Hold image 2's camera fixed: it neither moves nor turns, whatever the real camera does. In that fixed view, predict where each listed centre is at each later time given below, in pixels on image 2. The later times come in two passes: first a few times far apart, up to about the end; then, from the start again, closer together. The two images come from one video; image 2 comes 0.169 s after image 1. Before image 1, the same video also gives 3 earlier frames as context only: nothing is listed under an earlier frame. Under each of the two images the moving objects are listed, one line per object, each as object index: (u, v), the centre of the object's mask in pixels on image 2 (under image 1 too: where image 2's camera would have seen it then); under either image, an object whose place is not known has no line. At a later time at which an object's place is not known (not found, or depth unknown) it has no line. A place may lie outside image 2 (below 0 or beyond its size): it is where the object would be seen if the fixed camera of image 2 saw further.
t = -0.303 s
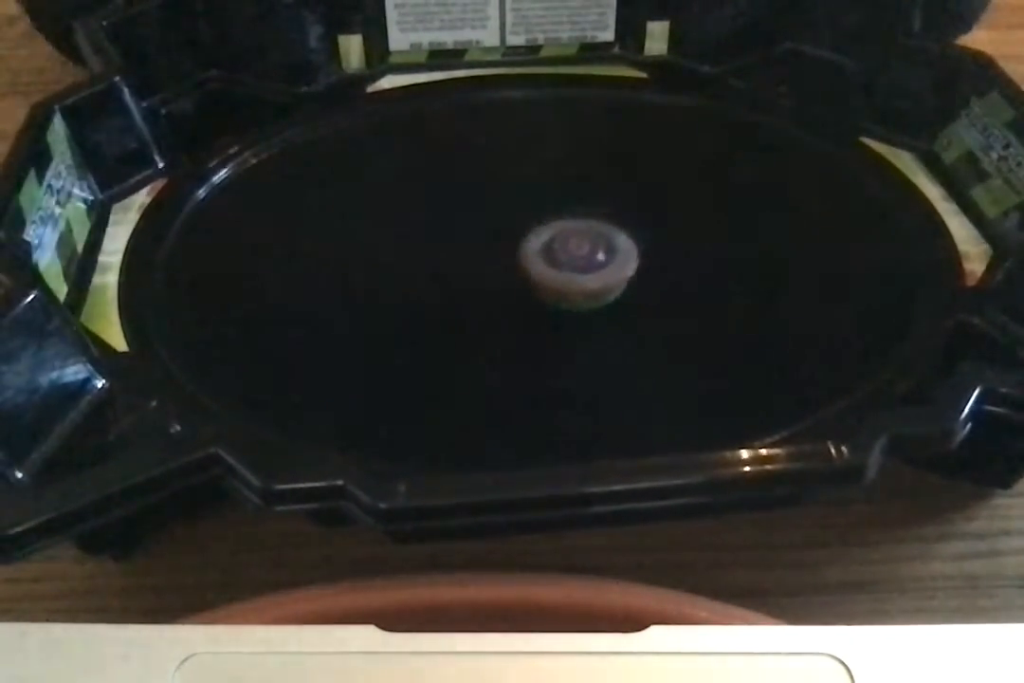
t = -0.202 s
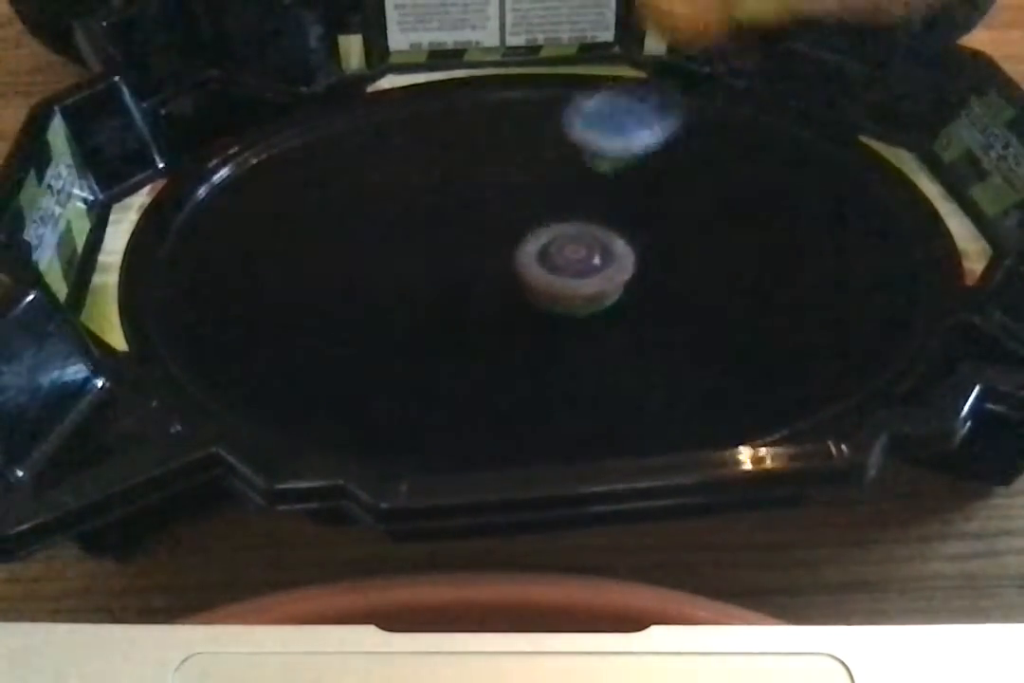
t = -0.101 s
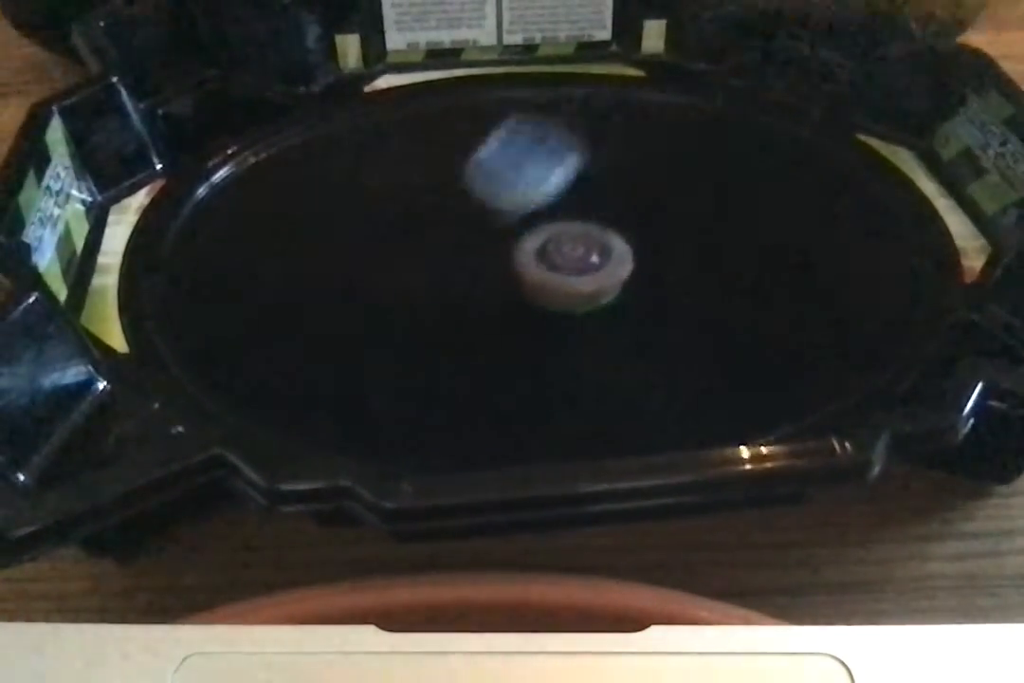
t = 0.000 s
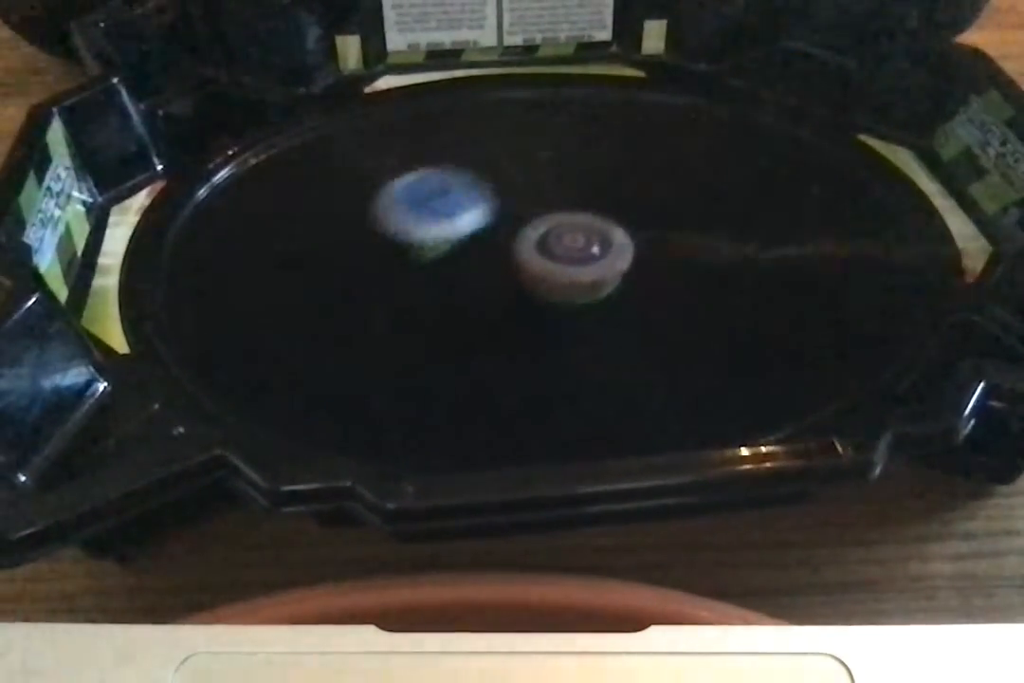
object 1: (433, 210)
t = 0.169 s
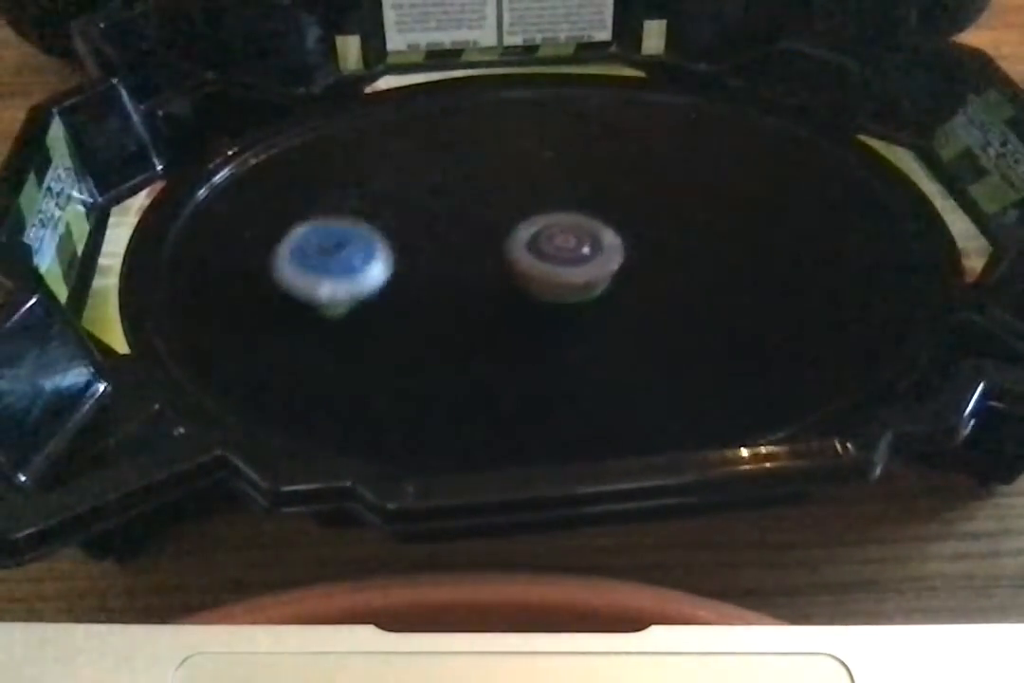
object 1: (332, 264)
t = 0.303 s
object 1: (370, 308)
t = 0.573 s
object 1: (519, 329)
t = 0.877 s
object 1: (577, 270)
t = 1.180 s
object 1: (478, 243)
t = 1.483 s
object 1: (492, 286)
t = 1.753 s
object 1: (589, 265)
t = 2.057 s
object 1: (607, 211)
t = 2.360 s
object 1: (581, 205)
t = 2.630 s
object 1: (642, 256)
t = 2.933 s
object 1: (635, 241)
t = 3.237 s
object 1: (648, 229)
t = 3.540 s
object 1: (628, 232)
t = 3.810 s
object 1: (598, 243)
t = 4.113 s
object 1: (605, 245)
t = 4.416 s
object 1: (605, 244)
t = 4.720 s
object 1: (604, 244)
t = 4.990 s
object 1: (609, 247)
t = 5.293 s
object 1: (632, 253)
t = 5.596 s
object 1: (634, 254)
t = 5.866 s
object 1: (631, 254)
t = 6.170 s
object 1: (629, 254)
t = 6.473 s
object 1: (630, 253)
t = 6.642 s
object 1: (634, 253)
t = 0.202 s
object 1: (330, 275)
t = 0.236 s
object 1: (336, 287)
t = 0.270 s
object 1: (350, 299)
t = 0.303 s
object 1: (370, 308)
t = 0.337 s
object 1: (394, 314)
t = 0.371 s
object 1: (422, 319)
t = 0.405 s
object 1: (455, 318)
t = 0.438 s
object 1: (472, 315)
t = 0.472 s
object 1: (481, 326)
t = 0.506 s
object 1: (492, 332)
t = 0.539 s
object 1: (504, 334)
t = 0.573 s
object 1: (519, 329)
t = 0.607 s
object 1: (536, 324)
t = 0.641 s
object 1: (552, 316)
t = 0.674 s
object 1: (565, 305)
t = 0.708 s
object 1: (575, 293)
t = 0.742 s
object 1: (582, 280)
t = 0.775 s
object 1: (585, 270)
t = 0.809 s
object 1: (585, 270)
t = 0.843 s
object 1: (582, 271)
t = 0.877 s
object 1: (577, 270)
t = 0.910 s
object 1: (569, 266)
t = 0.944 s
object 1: (560, 261)
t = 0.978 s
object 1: (551, 254)
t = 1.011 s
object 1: (539, 248)
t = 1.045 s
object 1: (526, 242)
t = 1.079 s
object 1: (512, 236)
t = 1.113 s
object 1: (498, 234)
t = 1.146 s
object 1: (487, 237)
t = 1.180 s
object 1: (478, 243)
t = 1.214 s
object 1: (468, 247)
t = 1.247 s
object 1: (458, 250)
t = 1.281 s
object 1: (451, 253)
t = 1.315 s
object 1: (449, 258)
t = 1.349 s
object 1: (449, 265)
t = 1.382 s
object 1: (453, 271)
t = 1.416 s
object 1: (465, 279)
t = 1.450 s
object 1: (477, 283)
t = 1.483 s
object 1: (492, 286)
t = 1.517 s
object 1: (505, 287)
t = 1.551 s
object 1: (517, 286)
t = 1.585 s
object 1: (528, 283)
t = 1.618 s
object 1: (538, 280)
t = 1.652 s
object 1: (554, 278)
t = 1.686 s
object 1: (568, 275)
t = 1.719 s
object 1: (579, 270)
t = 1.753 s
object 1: (589, 265)
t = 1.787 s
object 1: (595, 258)
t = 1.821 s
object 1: (600, 250)
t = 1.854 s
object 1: (600, 243)
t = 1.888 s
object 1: (602, 235)
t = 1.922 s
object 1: (607, 230)
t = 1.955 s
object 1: (607, 224)
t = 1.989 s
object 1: (605, 219)
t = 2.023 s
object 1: (605, 214)
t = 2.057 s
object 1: (607, 211)
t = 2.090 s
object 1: (607, 209)
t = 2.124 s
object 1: (604, 205)
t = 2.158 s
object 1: (600, 203)
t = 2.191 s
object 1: (595, 202)
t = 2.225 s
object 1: (590, 201)
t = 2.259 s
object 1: (588, 201)
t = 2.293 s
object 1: (587, 202)
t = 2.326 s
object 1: (584, 203)
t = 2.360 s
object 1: (581, 205)
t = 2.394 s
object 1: (578, 209)
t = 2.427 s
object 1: (590, 217)
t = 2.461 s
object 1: (604, 229)
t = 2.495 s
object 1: (614, 238)
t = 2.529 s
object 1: (624, 245)
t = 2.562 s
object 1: (633, 250)
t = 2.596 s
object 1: (638, 253)
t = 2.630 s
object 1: (642, 256)
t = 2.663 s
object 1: (645, 256)
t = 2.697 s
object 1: (646, 256)
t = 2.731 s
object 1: (647, 255)
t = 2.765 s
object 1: (647, 254)
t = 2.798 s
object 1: (646, 252)
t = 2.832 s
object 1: (644, 249)
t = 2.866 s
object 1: (640, 245)
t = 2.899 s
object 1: (637, 243)
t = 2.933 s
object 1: (635, 241)
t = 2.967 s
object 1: (648, 237)
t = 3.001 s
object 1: (658, 234)
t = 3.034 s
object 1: (660, 233)
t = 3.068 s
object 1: (659, 232)
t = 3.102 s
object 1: (656, 230)
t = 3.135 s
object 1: (654, 229)
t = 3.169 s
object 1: (651, 228)
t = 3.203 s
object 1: (649, 228)
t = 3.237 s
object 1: (648, 229)
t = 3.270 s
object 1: (645, 229)
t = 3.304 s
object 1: (641, 228)
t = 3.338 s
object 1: (638, 228)
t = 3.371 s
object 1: (635, 230)
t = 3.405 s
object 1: (632, 229)
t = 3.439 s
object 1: (631, 229)
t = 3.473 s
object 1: (631, 230)
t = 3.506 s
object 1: (630, 231)
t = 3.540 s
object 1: (628, 232)
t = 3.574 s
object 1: (625, 233)
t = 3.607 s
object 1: (622, 235)
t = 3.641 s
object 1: (616, 237)
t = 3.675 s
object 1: (609, 239)
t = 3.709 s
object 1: (603, 242)
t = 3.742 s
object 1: (598, 243)
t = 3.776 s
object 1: (598, 243)
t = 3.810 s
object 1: (598, 243)
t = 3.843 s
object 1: (598, 243)
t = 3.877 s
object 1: (600, 243)
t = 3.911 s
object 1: (601, 244)
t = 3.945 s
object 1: (602, 244)
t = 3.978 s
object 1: (603, 244)
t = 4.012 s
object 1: (604, 244)
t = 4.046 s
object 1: (605, 245)
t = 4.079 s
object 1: (606, 245)
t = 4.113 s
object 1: (605, 245)
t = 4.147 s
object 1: (604, 245)
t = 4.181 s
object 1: (605, 244)
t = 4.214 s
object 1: (605, 244)
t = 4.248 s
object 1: (605, 244)
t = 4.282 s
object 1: (604, 244)
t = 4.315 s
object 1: (605, 244)
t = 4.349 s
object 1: (605, 244)
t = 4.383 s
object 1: (605, 244)
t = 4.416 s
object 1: (605, 244)
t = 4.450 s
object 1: (605, 244)
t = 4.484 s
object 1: (605, 244)
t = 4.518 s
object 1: (605, 244)
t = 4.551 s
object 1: (605, 244)
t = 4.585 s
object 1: (605, 244)
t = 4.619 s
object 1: (605, 244)
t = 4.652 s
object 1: (605, 244)
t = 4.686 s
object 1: (604, 245)
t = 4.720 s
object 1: (604, 244)
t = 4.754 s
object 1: (605, 245)
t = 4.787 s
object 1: (606, 246)
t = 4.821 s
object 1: (608, 246)
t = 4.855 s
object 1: (609, 246)
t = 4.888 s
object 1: (608, 246)
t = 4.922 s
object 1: (609, 246)
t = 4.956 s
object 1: (609, 246)
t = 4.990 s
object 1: (609, 247)
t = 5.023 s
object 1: (608, 247)
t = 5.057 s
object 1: (608, 247)
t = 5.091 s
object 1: (608, 247)
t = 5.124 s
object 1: (608, 247)
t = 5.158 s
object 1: (608, 247)
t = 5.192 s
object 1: (608, 247)
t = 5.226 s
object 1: (608, 247)
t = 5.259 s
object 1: (622, 251)
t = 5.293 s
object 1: (632, 253)
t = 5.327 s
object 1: (636, 255)
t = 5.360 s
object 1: (635, 254)
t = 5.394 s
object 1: (635, 254)
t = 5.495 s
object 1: (634, 254)
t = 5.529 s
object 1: (634, 254)
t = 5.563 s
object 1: (634, 254)
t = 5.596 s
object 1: (634, 254)
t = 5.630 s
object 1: (633, 254)
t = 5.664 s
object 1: (632, 254)
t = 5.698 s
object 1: (632, 254)
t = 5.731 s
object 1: (632, 254)
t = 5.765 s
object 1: (632, 254)
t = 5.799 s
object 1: (631, 254)
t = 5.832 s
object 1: (631, 254)
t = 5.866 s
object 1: (631, 254)
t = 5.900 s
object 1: (630, 254)
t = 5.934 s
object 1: (630, 253)
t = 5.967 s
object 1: (631, 253)
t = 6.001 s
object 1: (630, 254)
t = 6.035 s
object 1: (630, 254)
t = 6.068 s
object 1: (630, 253)
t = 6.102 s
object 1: (630, 254)
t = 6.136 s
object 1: (629, 253)
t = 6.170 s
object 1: (629, 254)
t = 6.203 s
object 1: (628, 253)
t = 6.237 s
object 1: (628, 253)
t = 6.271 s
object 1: (628, 253)
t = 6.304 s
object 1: (627, 253)
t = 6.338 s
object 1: (627, 253)
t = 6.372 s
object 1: (628, 253)
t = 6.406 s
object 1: (628, 253)
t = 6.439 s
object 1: (629, 253)
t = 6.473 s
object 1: (630, 253)
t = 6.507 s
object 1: (631, 253)
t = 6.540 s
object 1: (631, 253)
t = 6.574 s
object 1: (632, 254)
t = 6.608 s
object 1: (633, 254)
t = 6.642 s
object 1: (634, 253)
